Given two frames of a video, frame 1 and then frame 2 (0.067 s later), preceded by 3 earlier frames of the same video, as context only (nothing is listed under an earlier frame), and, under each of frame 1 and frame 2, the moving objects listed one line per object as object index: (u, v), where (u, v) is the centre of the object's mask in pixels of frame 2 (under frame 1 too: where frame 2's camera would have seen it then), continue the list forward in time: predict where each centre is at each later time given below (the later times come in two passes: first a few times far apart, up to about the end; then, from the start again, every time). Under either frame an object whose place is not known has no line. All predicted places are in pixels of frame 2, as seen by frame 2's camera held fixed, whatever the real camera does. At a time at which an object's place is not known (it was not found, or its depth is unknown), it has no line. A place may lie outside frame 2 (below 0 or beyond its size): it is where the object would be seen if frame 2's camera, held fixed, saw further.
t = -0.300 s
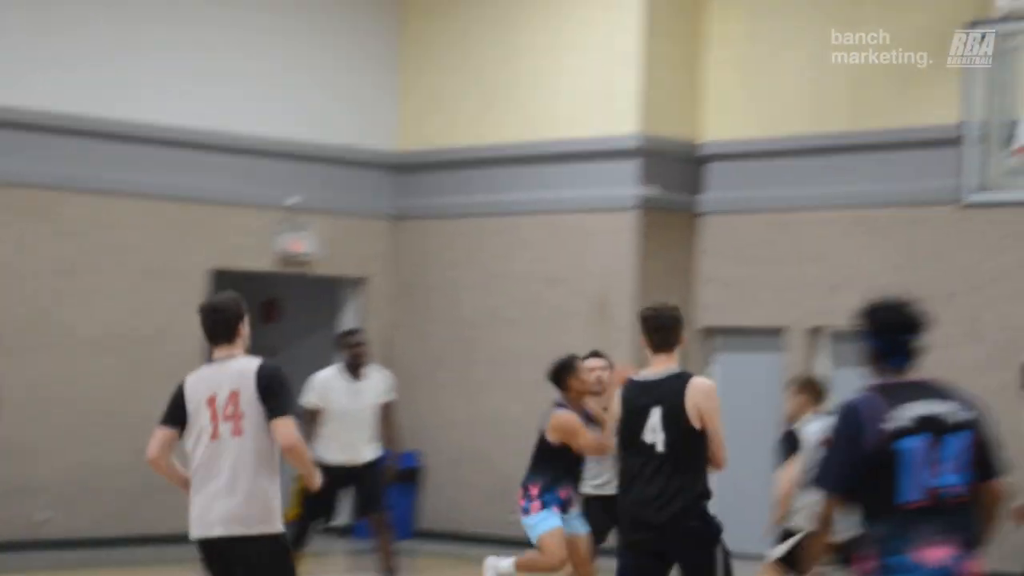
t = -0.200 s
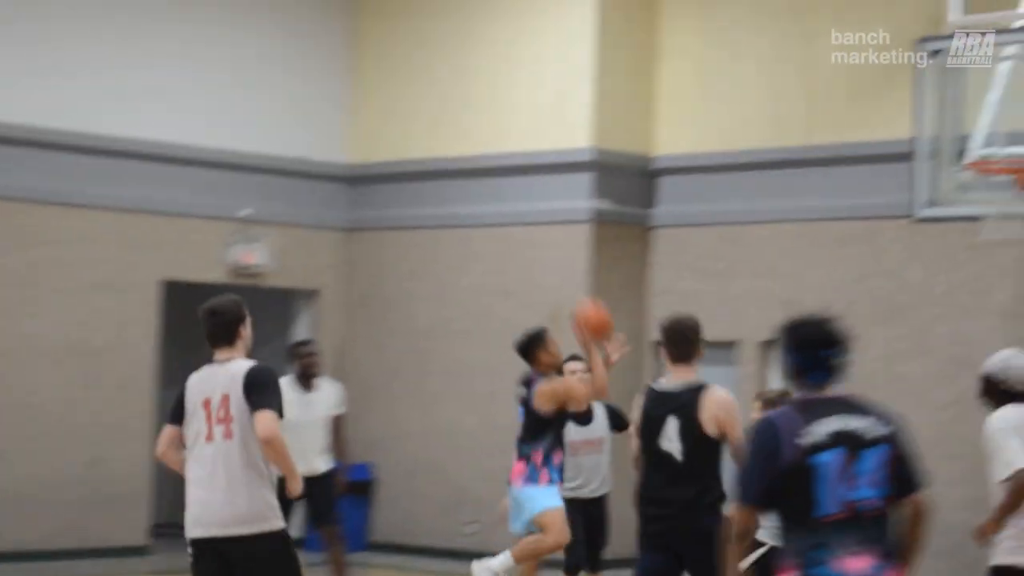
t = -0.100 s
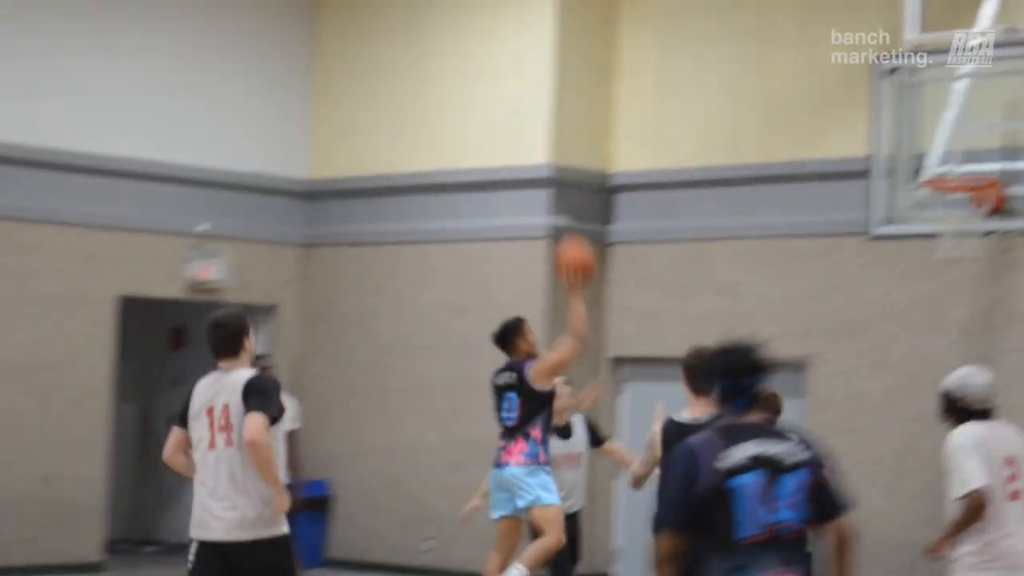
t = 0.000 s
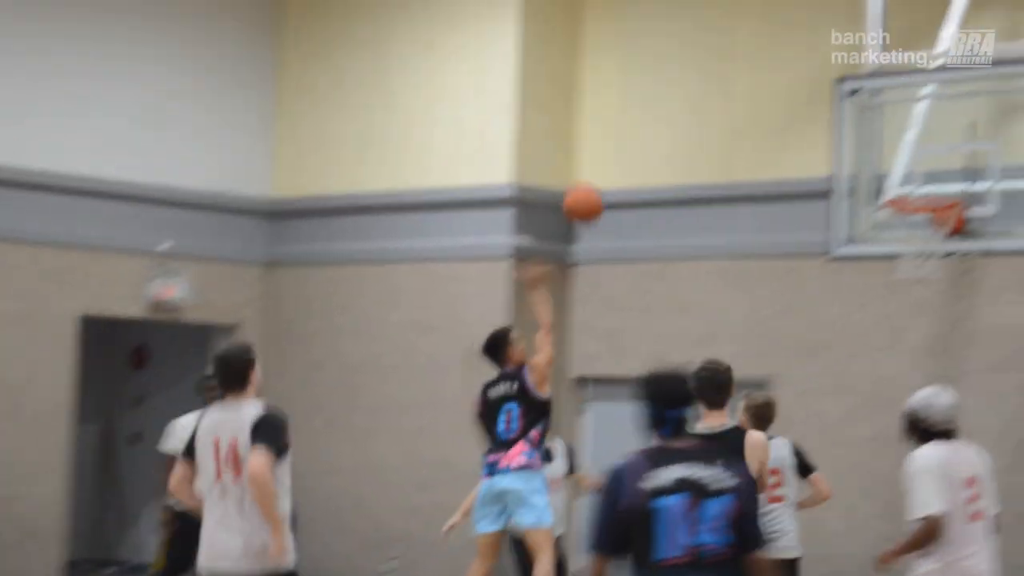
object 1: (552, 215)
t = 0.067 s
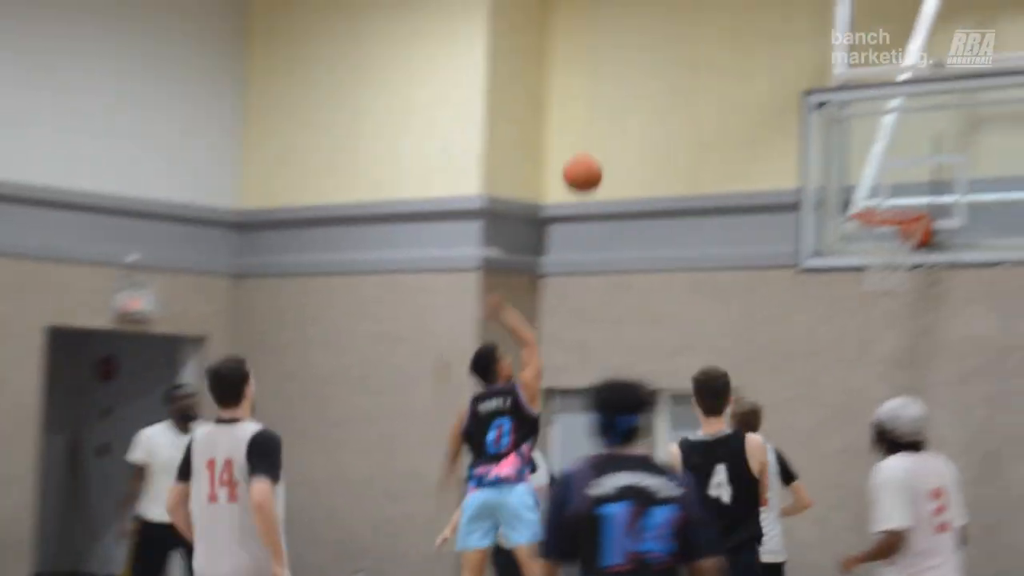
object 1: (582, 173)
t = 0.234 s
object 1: (653, 105)
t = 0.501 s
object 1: (759, 89)
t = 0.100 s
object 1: (597, 156)
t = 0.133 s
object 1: (611, 140)
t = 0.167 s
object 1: (625, 126)
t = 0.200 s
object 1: (639, 115)
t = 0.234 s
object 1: (653, 105)
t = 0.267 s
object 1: (668, 97)
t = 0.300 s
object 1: (681, 90)
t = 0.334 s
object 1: (694, 86)
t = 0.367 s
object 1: (708, 83)
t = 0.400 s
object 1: (720, 82)
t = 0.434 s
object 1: (734, 82)
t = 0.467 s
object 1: (747, 85)
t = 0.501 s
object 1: (759, 89)
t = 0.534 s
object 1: (772, 94)
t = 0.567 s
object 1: (785, 101)
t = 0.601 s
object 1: (796, 111)
